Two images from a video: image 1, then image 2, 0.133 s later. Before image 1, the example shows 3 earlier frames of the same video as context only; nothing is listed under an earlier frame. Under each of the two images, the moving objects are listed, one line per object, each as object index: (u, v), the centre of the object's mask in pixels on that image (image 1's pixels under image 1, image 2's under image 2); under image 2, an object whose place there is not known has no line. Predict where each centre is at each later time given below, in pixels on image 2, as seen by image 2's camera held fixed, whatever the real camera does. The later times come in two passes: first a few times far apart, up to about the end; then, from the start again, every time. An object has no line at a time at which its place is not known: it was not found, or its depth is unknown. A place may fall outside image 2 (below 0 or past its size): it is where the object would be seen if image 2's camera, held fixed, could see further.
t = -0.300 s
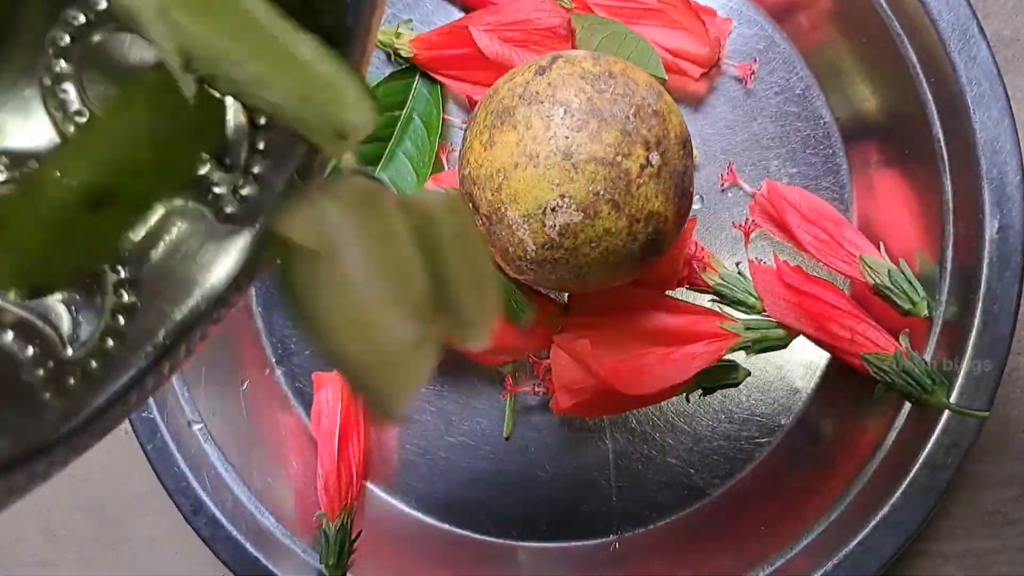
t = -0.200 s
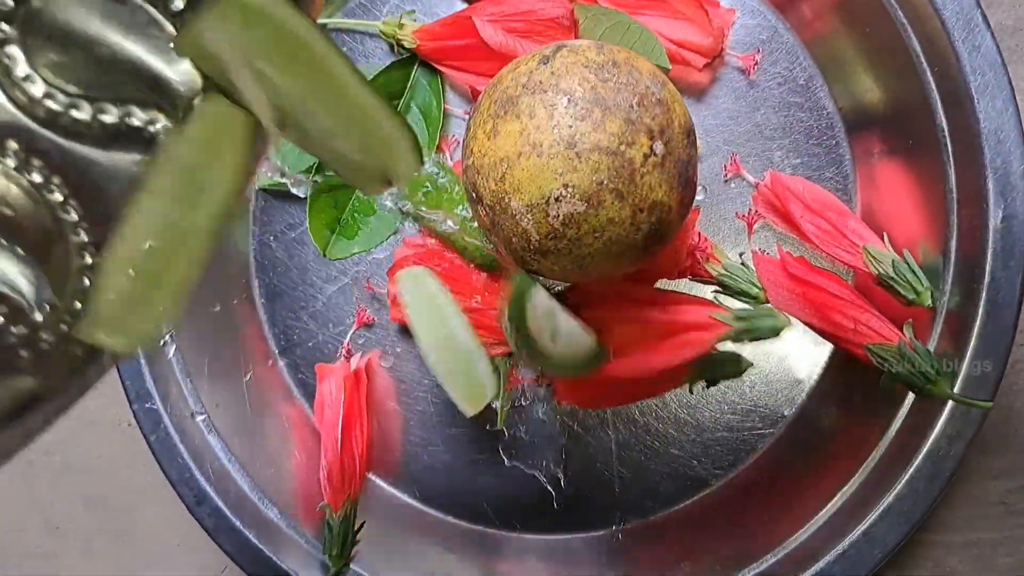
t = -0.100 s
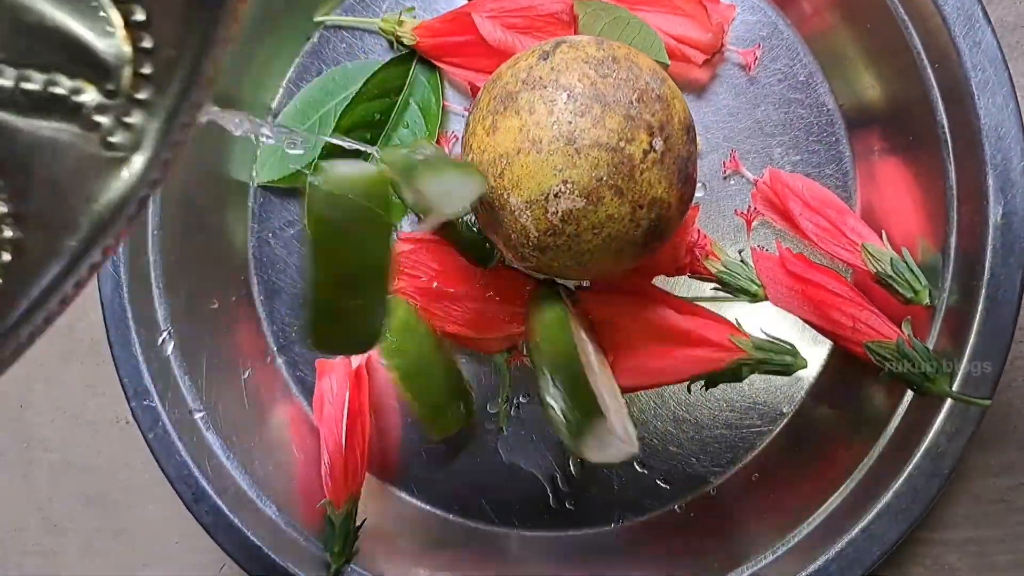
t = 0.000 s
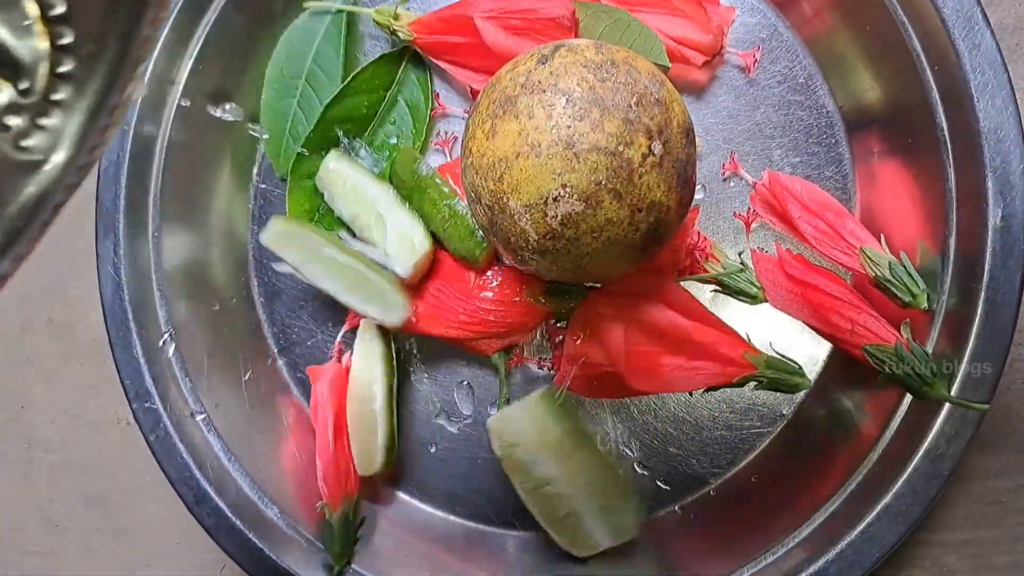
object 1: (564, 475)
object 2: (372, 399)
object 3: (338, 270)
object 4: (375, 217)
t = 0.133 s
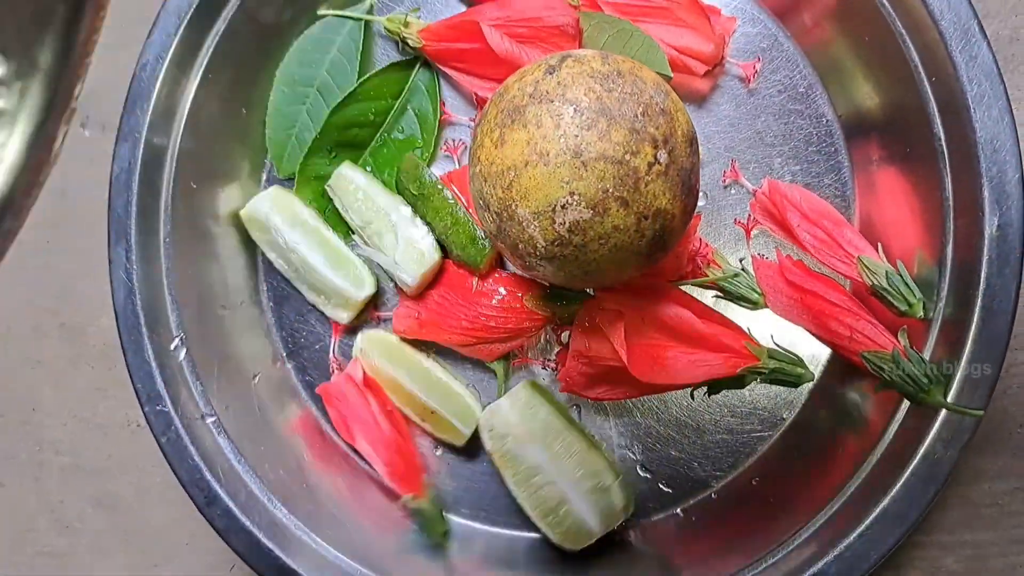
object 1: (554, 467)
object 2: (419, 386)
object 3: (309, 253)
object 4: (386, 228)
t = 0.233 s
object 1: (585, 441)
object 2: (422, 384)
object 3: (309, 253)
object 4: (386, 228)
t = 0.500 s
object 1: (574, 456)
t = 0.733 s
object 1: (576, 450)
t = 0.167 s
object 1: (570, 452)
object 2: (423, 385)
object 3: (309, 253)
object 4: (386, 228)
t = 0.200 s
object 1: (583, 442)
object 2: (423, 384)
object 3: (309, 253)
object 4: (386, 227)
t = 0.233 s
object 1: (585, 441)
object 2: (422, 384)
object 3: (309, 253)
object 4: (386, 228)
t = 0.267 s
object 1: (582, 448)
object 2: (421, 385)
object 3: (309, 253)
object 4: (386, 228)
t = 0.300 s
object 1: (577, 458)
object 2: (421, 385)
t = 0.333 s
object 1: (574, 464)
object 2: (421, 385)
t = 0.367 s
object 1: (572, 468)
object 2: (421, 385)
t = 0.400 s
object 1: (572, 468)
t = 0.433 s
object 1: (573, 465)
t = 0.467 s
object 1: (573, 461)
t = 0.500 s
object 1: (574, 456)
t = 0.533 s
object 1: (576, 450)
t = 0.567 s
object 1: (578, 445)
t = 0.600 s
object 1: (578, 444)
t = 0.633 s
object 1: (577, 446)
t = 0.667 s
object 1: (577, 448)
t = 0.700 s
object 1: (576, 450)
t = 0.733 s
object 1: (576, 450)
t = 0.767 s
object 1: (576, 450)
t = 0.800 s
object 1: (576, 450)
